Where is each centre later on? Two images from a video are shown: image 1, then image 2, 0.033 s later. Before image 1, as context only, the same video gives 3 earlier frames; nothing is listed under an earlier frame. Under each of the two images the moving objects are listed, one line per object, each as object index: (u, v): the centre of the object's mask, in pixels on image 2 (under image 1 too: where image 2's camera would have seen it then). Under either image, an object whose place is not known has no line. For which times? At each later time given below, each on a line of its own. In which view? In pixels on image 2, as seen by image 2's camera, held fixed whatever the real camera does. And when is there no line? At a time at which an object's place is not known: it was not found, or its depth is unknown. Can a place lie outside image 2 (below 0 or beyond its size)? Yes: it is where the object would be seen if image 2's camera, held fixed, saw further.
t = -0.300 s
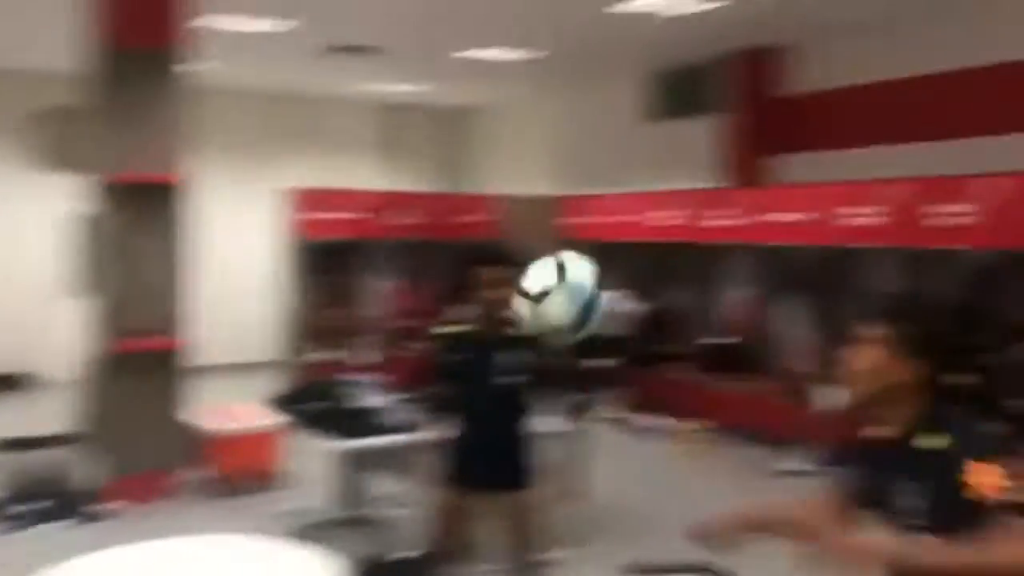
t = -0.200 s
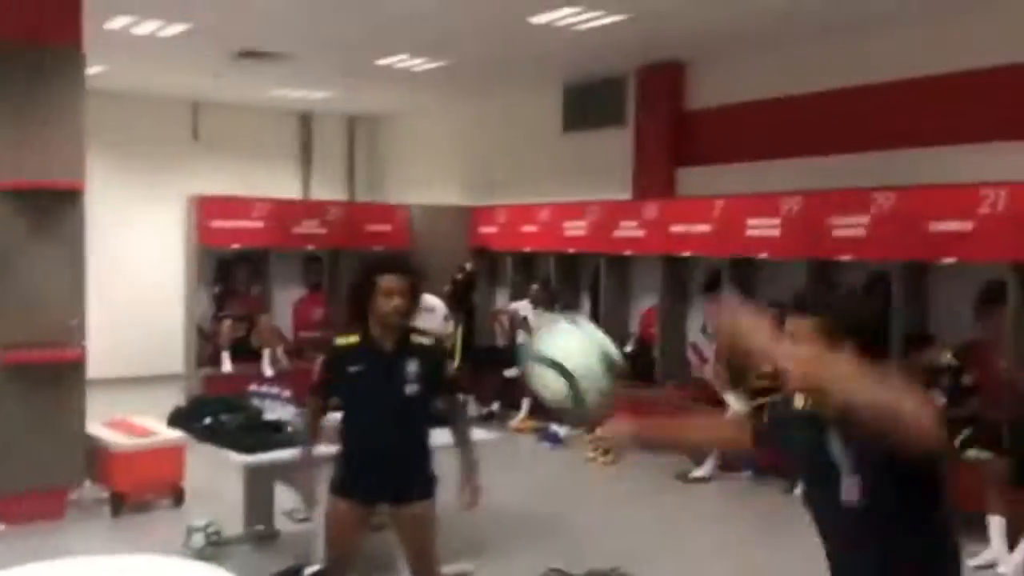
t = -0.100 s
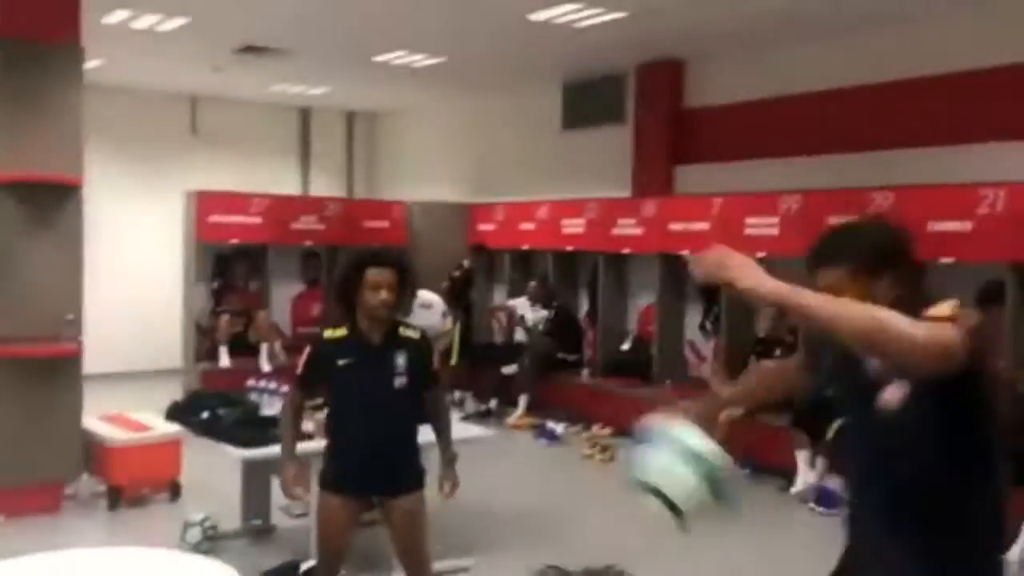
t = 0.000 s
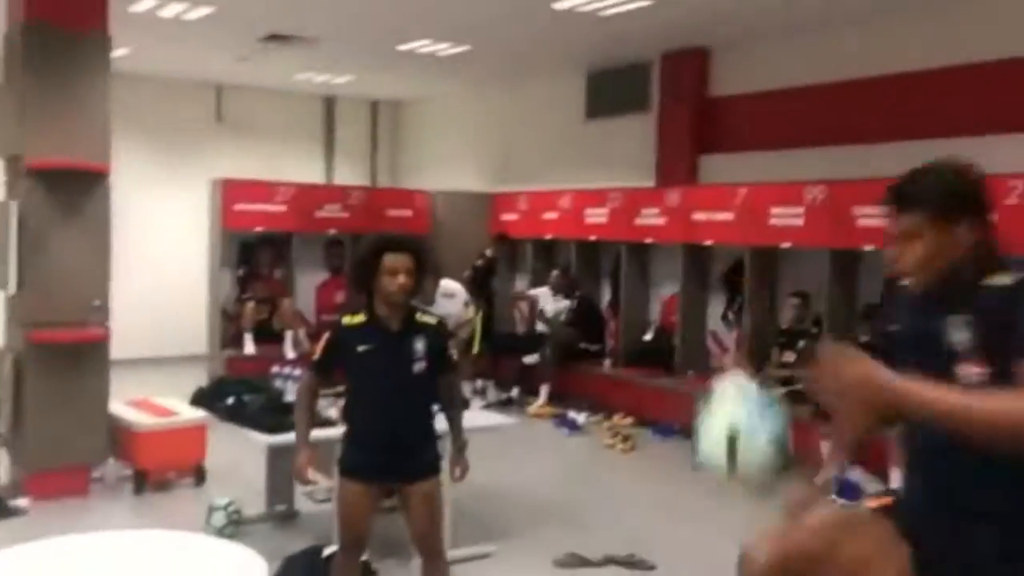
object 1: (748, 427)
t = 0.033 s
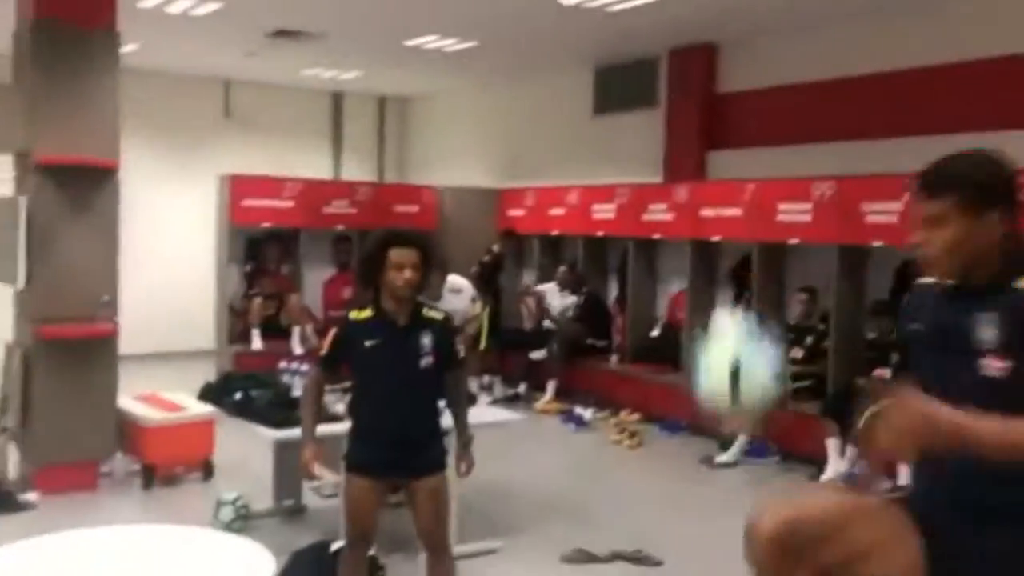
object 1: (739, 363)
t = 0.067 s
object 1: (730, 309)
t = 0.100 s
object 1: (716, 258)
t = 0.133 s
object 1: (705, 222)
